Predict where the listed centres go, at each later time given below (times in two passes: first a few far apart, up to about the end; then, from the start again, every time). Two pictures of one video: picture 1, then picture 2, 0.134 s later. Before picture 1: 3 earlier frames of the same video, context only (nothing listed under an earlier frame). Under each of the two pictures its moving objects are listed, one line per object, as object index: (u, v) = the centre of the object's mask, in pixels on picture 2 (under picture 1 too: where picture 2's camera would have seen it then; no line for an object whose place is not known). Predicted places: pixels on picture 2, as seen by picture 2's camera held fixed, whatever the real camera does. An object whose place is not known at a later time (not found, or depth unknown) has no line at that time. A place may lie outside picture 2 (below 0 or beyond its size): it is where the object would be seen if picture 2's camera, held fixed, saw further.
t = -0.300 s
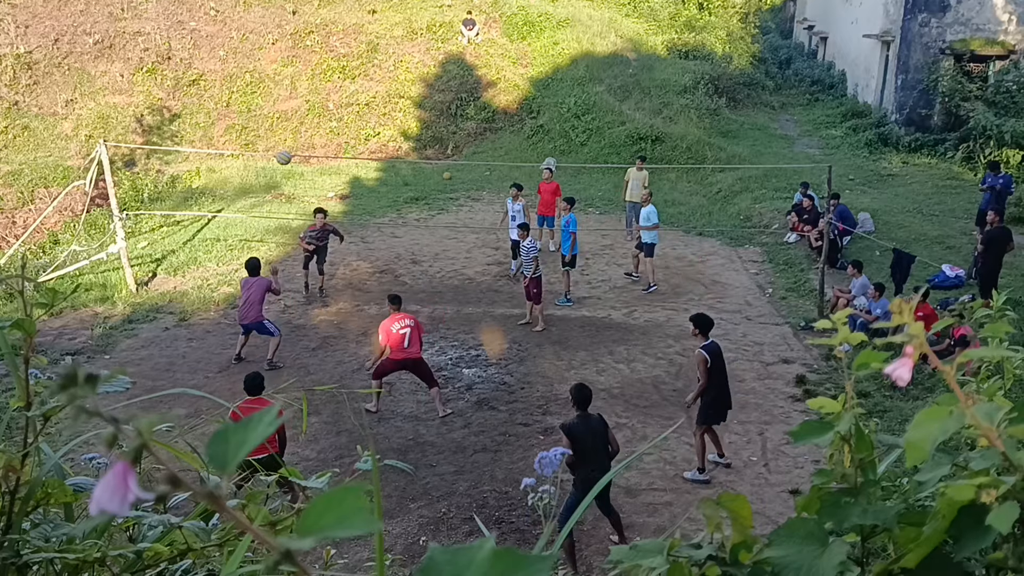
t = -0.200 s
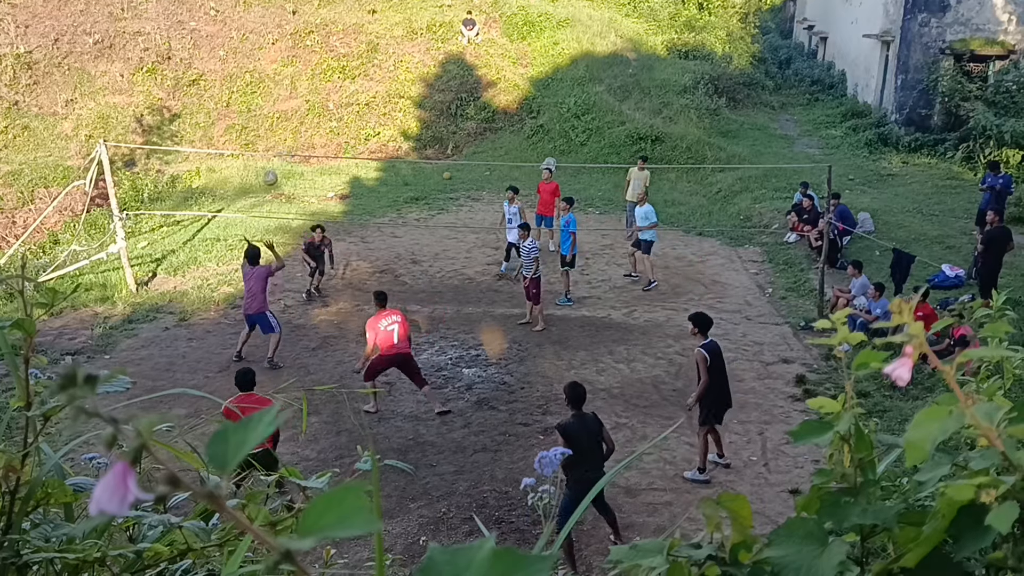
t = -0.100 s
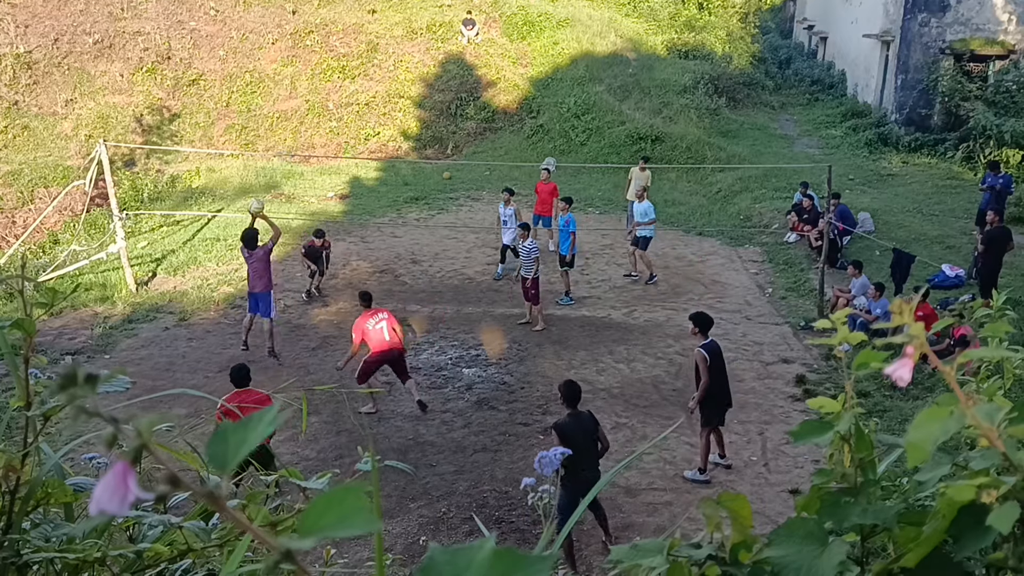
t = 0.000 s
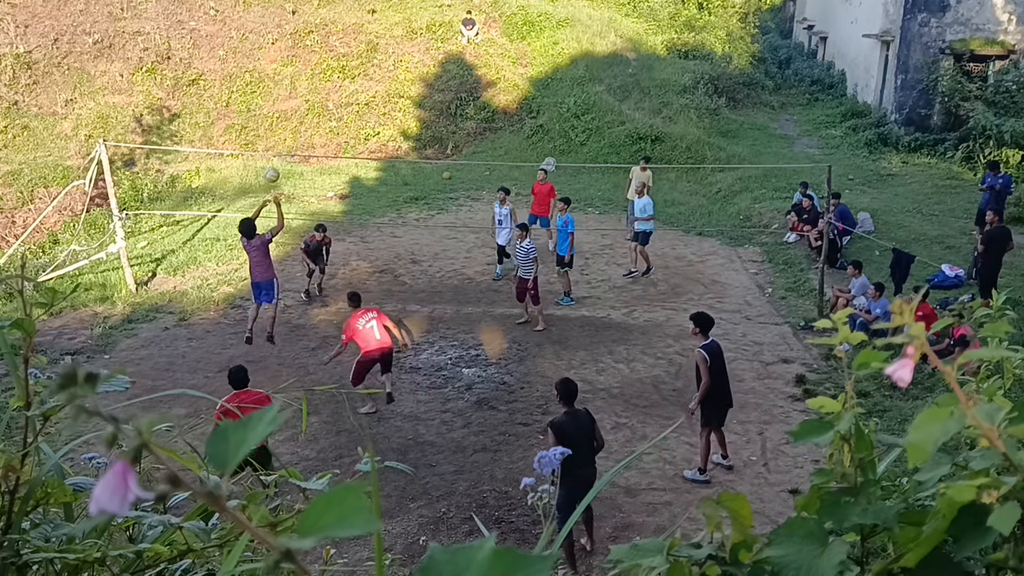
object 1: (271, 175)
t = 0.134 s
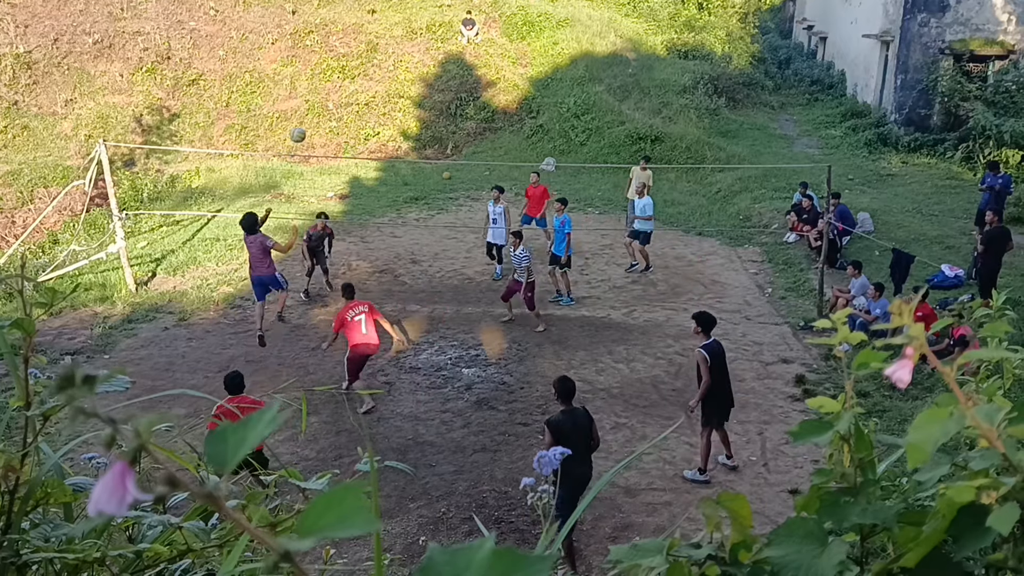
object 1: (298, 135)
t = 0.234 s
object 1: (317, 114)
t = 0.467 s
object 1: (364, 95)
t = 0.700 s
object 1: (409, 116)
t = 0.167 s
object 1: (305, 127)
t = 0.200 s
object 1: (312, 120)
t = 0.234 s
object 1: (317, 114)
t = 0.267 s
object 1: (324, 109)
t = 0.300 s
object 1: (331, 104)
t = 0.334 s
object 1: (338, 101)
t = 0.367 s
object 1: (345, 98)
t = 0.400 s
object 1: (351, 96)
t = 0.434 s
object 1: (357, 95)
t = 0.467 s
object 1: (364, 95)
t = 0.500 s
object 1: (370, 96)
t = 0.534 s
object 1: (377, 97)
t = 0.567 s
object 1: (384, 100)
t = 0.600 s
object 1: (390, 102)
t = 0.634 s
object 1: (397, 106)
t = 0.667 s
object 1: (402, 110)
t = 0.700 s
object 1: (409, 116)
